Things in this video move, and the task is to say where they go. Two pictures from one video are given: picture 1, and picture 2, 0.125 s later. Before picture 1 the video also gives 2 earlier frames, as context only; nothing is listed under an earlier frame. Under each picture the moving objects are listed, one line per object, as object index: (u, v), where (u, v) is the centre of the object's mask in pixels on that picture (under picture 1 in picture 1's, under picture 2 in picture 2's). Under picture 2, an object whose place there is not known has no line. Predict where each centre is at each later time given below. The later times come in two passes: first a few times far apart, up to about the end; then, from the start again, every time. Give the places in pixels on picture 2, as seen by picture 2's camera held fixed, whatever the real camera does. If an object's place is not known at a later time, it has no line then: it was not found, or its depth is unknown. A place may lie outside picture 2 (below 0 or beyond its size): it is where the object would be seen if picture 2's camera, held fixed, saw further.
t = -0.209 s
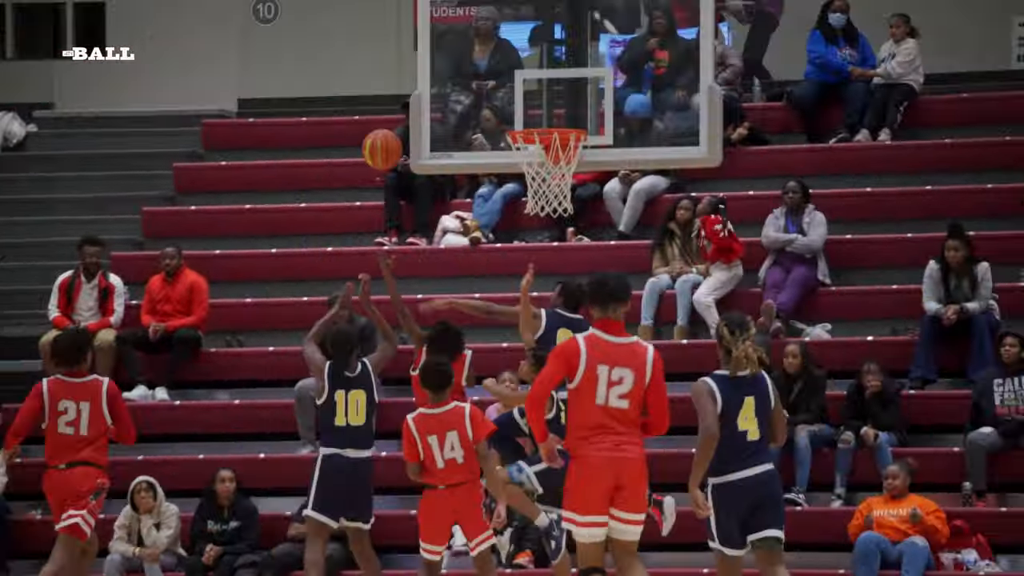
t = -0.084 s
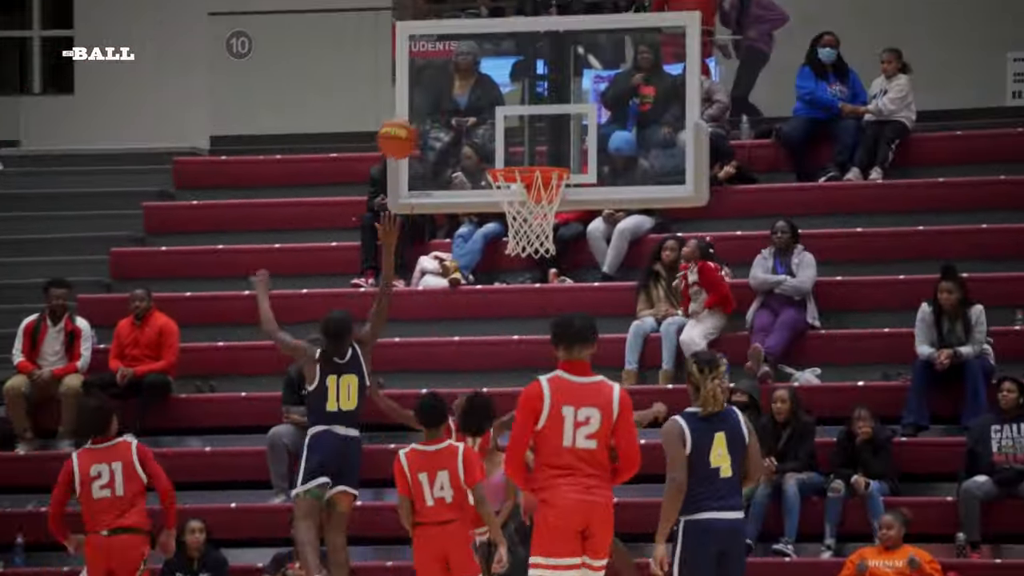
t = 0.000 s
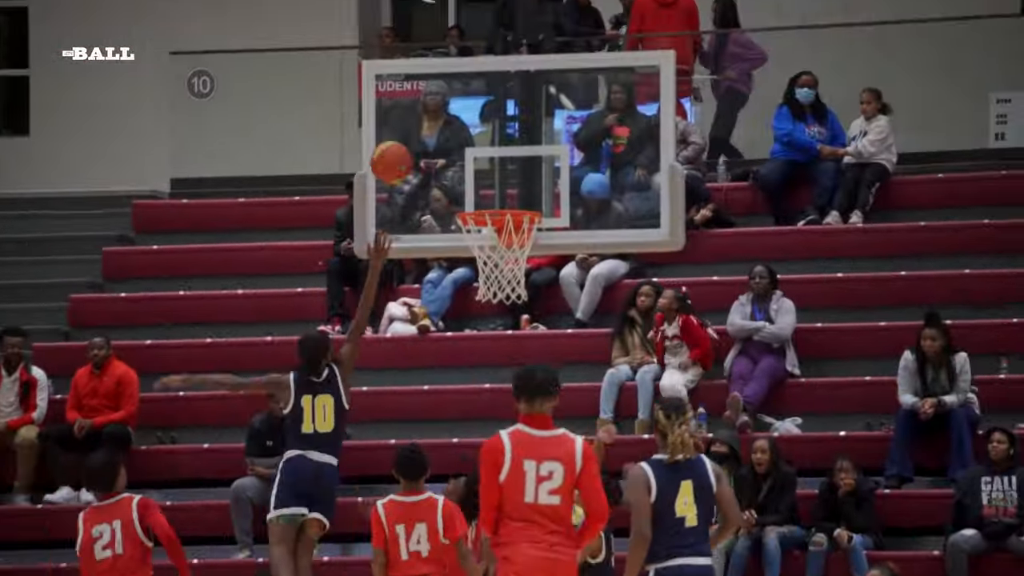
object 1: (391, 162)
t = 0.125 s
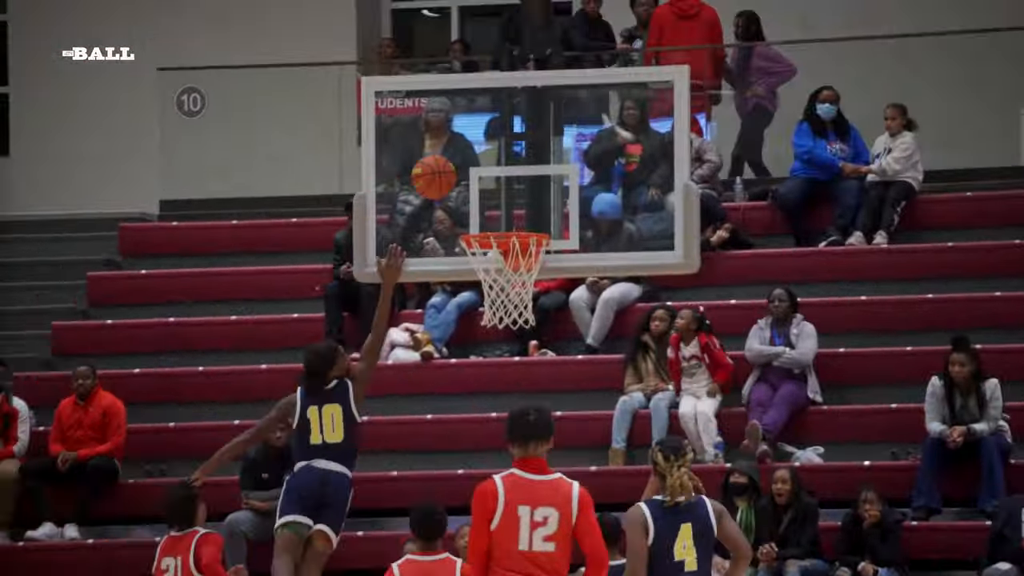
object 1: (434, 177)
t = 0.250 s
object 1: (463, 189)
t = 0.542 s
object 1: (504, 206)
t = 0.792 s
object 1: (497, 219)
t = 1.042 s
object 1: (495, 291)
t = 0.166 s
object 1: (447, 181)
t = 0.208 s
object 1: (456, 184)
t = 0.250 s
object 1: (463, 189)
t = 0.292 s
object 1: (470, 196)
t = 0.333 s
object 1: (477, 208)
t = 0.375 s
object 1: (483, 216)
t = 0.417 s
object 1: (488, 211)
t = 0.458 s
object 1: (494, 206)
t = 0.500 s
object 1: (499, 205)
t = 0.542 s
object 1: (504, 206)
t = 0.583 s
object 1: (509, 210)
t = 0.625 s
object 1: (513, 215)
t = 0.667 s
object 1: (513, 215)
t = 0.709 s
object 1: (508, 215)
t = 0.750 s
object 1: (502, 217)
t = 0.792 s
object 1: (497, 219)
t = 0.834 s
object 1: (491, 223)
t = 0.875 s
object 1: (485, 228)
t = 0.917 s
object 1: (488, 232)
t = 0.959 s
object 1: (491, 265)
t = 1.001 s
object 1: (493, 277)
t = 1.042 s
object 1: (495, 291)
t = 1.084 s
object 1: (499, 307)
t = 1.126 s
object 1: (504, 329)
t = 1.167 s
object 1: (508, 345)
